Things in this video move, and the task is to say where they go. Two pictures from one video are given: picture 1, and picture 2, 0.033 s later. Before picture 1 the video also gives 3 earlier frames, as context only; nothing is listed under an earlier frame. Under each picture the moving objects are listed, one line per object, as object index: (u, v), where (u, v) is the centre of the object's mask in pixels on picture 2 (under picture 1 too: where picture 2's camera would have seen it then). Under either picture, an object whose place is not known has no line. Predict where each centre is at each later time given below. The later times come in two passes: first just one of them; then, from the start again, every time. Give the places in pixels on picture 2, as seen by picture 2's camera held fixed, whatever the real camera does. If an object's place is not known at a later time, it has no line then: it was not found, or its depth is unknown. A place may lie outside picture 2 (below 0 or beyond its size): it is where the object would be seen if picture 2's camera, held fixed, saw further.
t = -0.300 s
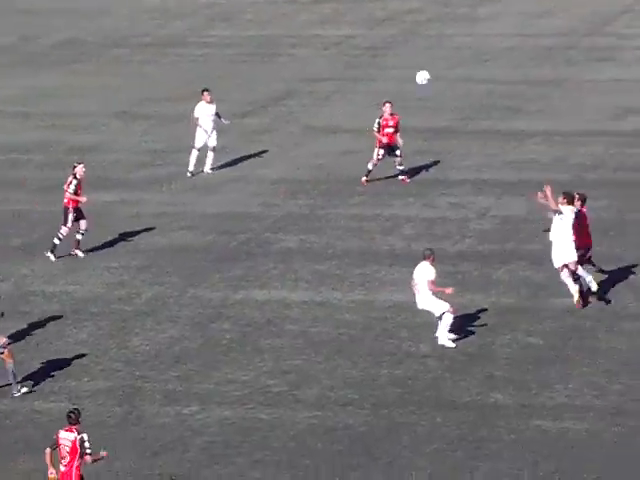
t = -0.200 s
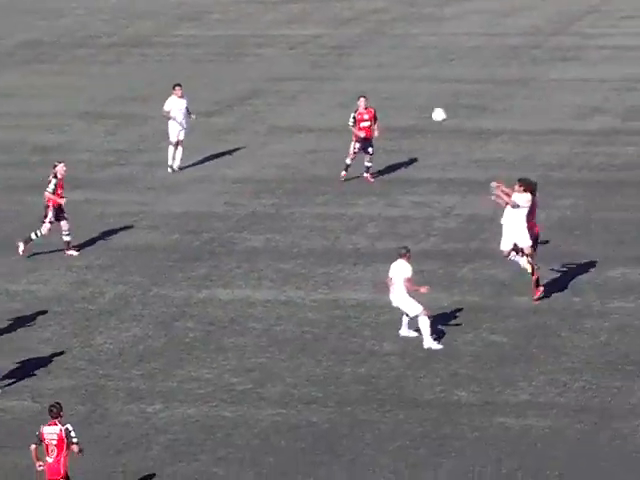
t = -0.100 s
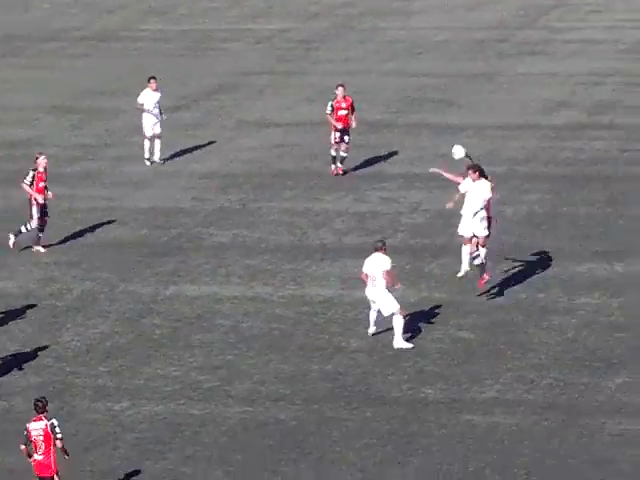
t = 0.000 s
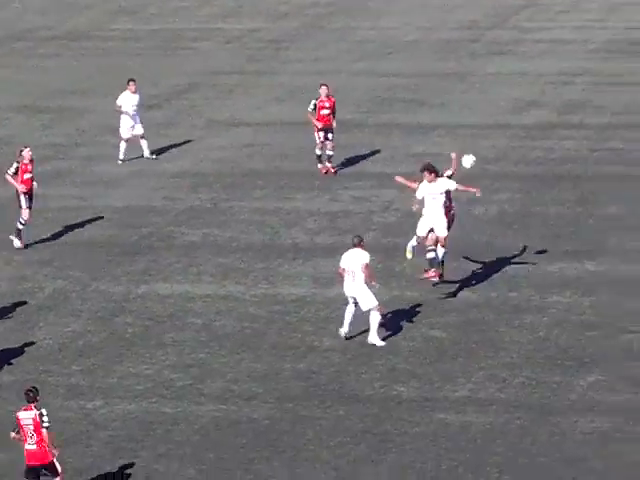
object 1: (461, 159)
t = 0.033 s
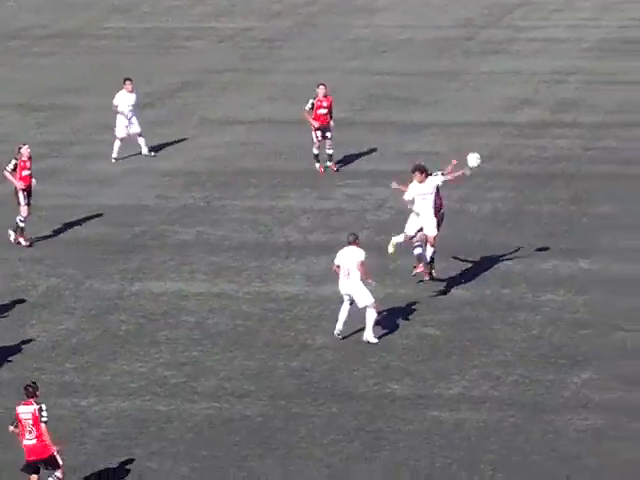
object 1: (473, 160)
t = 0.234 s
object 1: (539, 179)
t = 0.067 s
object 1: (483, 161)
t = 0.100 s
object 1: (495, 164)
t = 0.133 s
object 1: (506, 167)
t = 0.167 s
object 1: (518, 170)
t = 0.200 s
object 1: (527, 175)
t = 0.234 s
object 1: (539, 179)
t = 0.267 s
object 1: (550, 184)
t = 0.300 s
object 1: (560, 191)
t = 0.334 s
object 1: (571, 197)
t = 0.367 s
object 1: (582, 205)
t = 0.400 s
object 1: (593, 213)
